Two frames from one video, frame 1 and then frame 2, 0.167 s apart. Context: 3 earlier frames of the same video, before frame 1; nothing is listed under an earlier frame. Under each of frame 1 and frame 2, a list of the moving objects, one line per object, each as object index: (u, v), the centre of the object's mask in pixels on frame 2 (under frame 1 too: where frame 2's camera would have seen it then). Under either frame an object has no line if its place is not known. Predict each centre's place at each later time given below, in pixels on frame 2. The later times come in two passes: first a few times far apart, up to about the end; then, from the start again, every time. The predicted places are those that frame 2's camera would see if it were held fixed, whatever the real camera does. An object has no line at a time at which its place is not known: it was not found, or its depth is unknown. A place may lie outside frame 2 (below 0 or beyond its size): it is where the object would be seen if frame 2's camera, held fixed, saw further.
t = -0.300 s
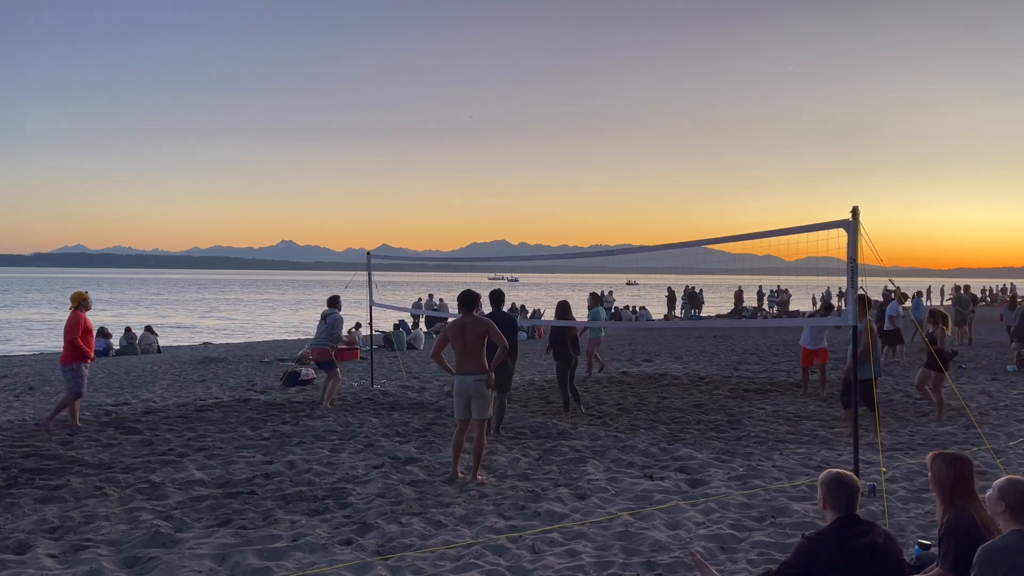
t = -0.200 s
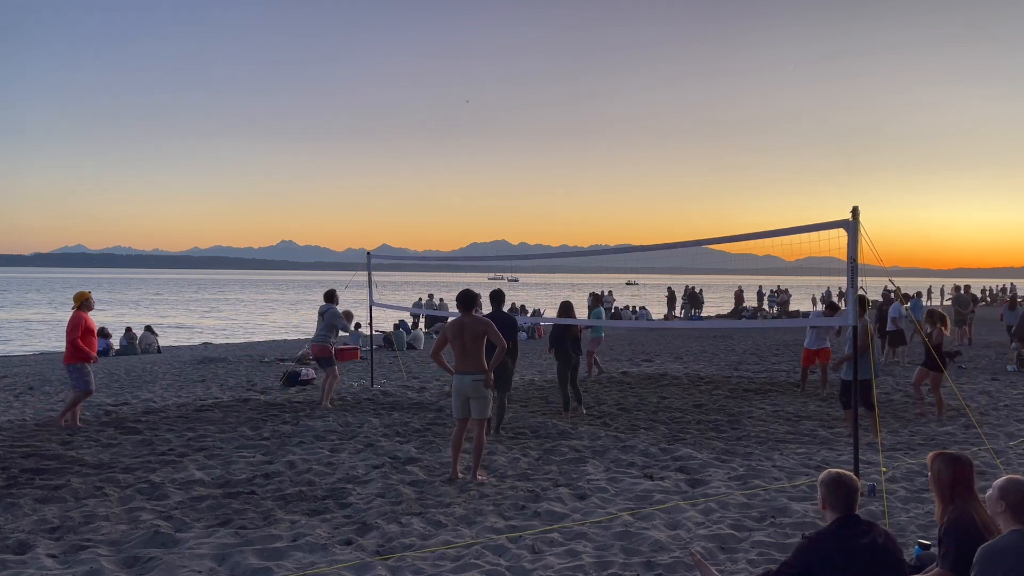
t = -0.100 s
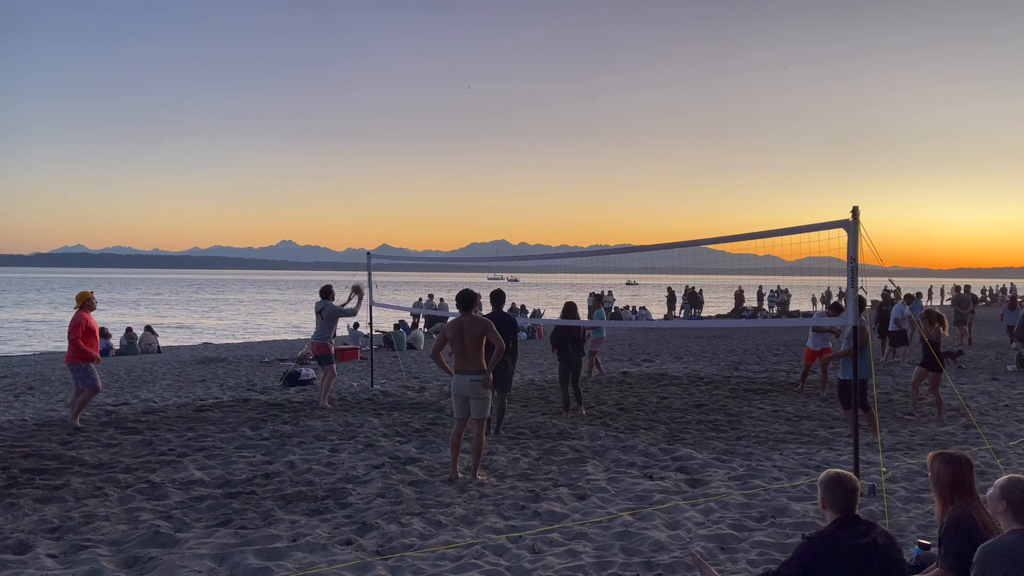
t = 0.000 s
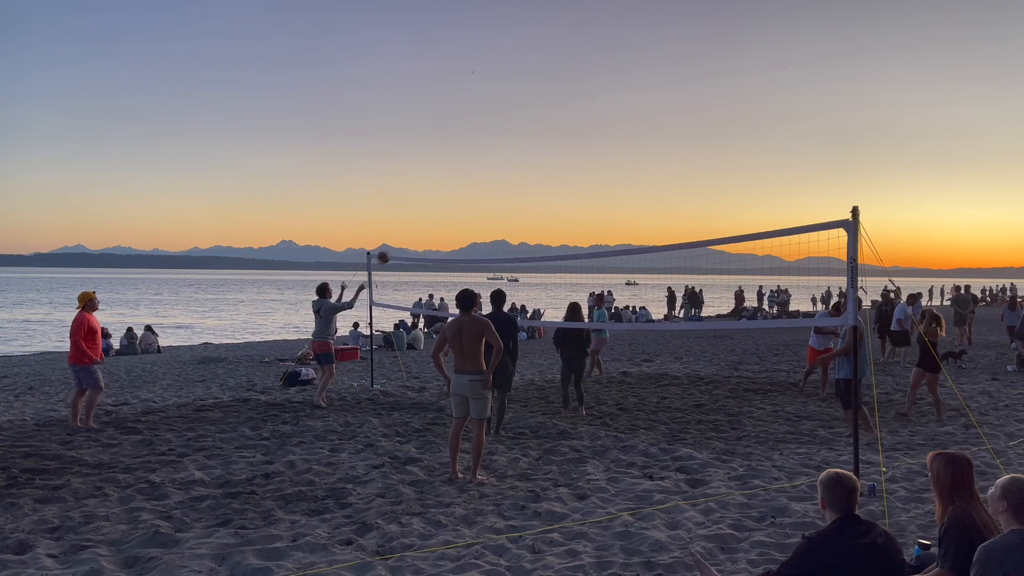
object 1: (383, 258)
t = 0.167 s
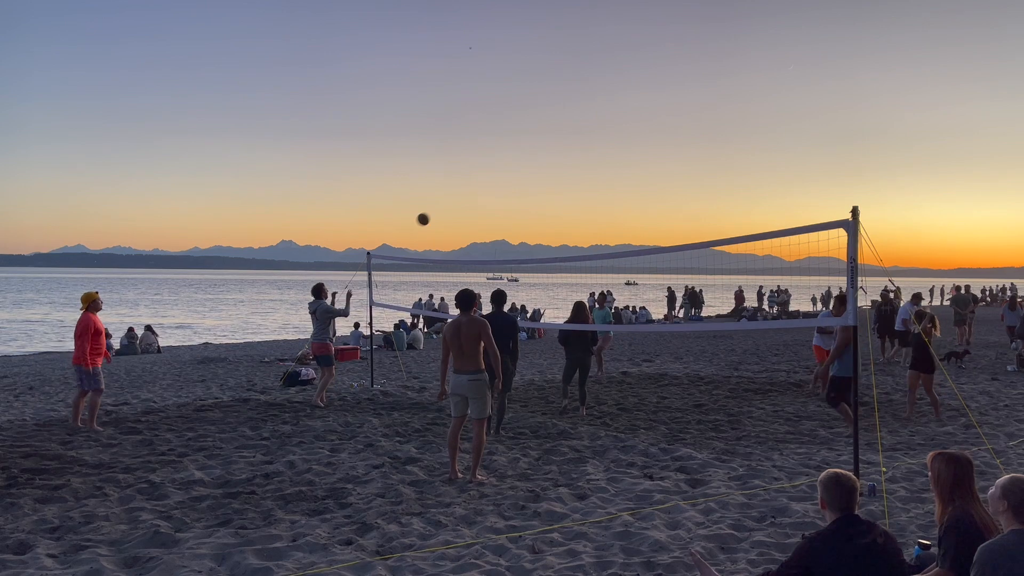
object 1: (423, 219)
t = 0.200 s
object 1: (430, 214)
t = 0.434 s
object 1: (480, 197)
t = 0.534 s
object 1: (499, 200)
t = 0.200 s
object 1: (430, 214)
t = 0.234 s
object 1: (438, 209)
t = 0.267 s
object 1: (445, 206)
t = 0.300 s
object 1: (452, 203)
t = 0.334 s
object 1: (459, 200)
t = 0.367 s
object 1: (466, 199)
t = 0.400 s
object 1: (473, 198)
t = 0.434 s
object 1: (480, 197)
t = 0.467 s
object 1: (486, 198)
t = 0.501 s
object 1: (493, 199)
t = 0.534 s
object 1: (499, 200)
